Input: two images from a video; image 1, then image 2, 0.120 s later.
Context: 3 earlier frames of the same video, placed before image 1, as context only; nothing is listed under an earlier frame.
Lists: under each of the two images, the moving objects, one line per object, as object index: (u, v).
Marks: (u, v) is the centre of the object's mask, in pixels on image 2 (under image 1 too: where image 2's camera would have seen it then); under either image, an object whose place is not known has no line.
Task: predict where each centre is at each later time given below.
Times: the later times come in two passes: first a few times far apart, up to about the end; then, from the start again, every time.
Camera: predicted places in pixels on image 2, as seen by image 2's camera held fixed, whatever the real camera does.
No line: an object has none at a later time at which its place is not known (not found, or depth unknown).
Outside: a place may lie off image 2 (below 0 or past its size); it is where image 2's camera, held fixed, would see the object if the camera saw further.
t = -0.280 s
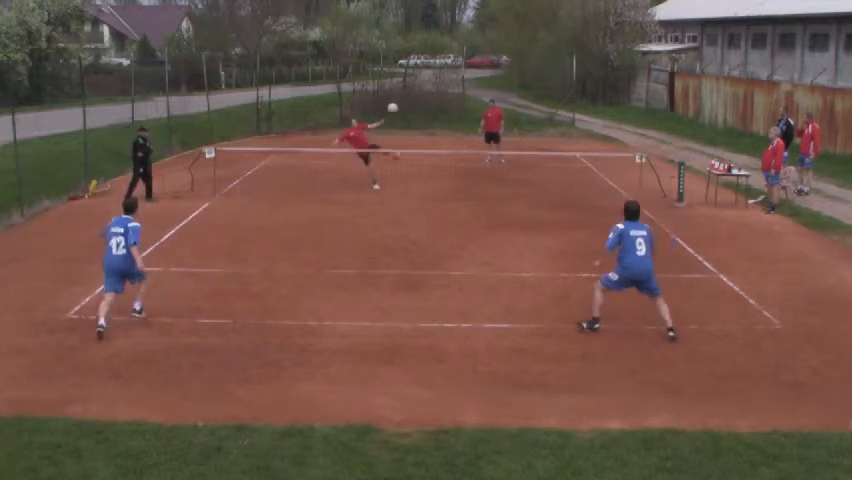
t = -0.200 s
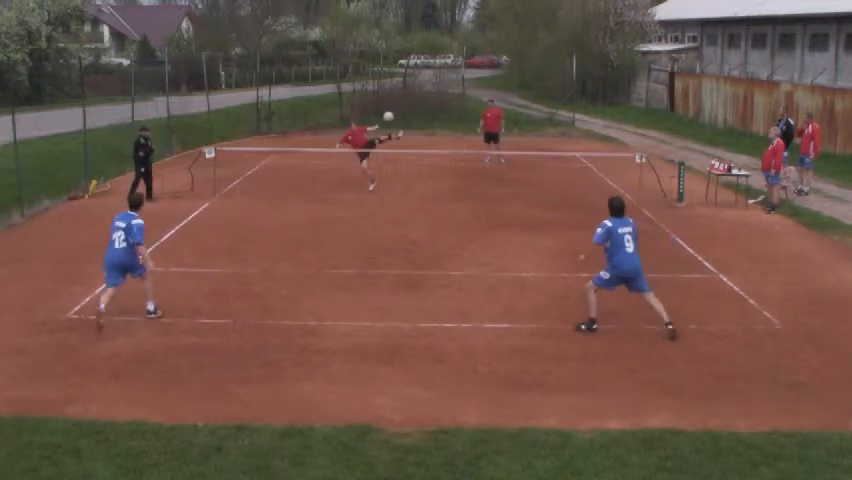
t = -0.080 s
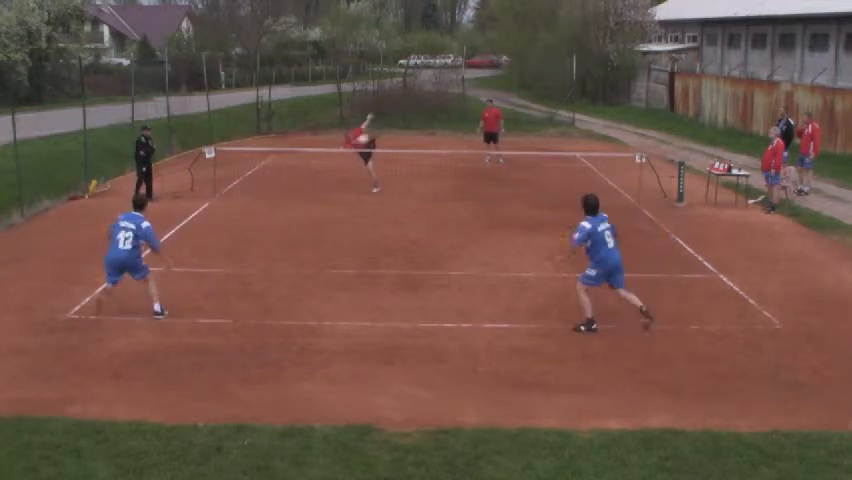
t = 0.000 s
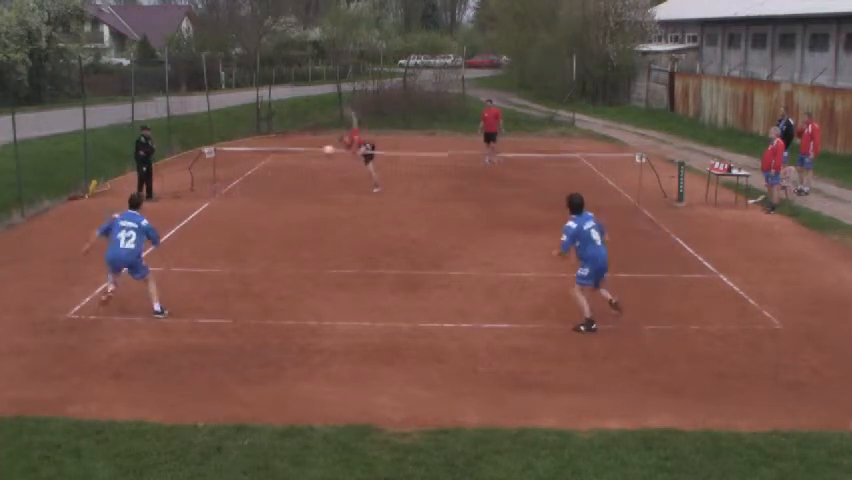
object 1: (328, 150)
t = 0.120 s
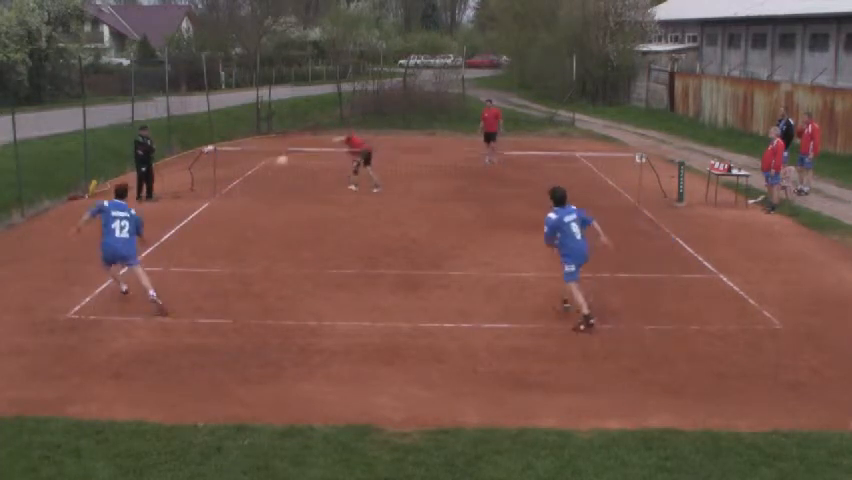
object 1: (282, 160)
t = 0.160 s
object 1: (266, 165)
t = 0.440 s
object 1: (150, 206)
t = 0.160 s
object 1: (266, 165)
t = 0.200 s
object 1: (249, 172)
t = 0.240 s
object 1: (233, 179)
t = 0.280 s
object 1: (218, 187)
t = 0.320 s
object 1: (201, 196)
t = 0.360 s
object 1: (185, 206)
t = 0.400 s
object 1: (168, 213)
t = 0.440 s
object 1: (150, 206)
